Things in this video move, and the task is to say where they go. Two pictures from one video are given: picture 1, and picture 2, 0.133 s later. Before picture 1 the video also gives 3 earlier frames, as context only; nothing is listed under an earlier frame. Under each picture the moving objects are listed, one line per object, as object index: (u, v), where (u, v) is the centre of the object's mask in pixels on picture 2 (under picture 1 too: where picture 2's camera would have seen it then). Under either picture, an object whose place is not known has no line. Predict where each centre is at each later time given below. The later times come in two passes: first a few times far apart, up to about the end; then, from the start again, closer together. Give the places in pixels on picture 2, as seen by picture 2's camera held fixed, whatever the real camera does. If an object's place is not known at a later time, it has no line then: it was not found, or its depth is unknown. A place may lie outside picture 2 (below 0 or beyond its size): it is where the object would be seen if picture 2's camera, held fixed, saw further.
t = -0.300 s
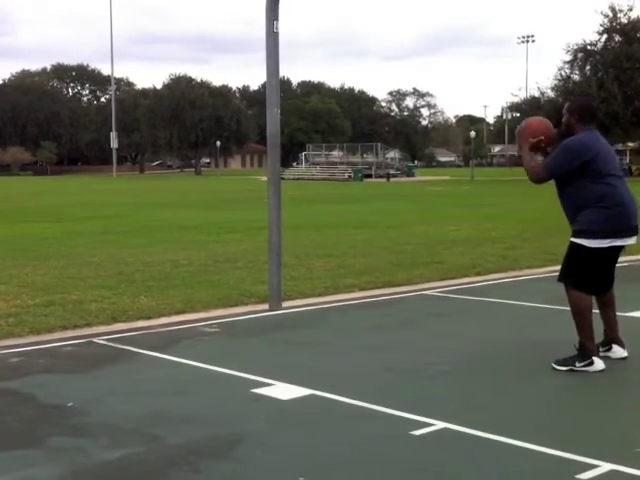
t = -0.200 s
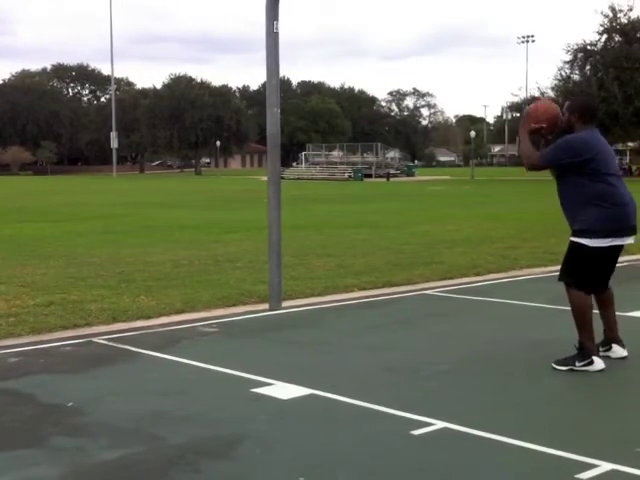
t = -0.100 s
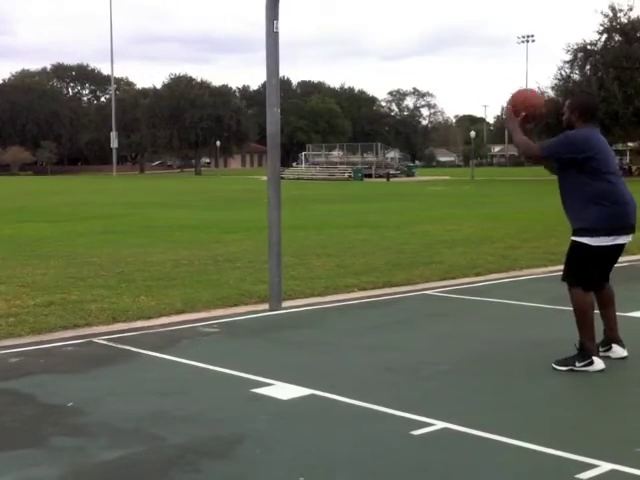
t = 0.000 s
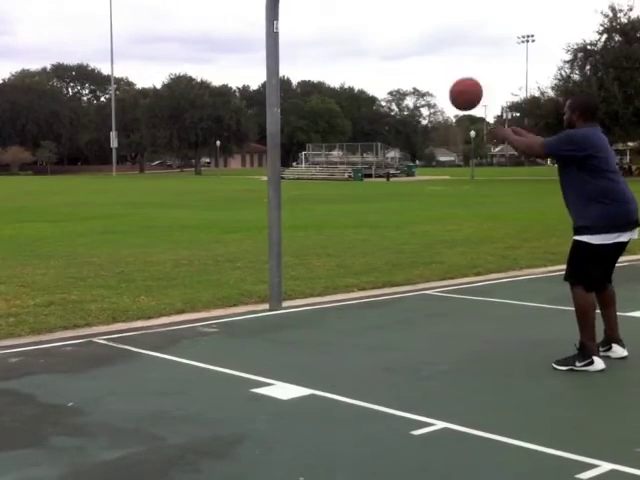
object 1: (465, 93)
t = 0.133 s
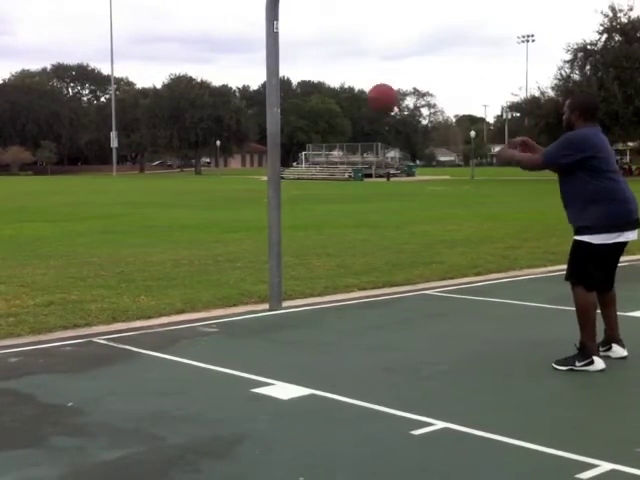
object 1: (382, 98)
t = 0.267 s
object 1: (309, 122)
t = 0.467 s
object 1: (350, 184)
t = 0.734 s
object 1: (479, 297)
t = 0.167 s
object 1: (362, 100)
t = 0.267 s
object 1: (309, 122)
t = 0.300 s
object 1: (293, 131)
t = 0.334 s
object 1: (290, 140)
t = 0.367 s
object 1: (304, 148)
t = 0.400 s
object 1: (318, 159)
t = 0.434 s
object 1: (334, 171)
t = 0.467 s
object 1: (350, 184)
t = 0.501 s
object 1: (366, 199)
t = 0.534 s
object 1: (383, 217)
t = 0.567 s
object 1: (399, 237)
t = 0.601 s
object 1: (416, 258)
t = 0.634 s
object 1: (434, 282)
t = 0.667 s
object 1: (452, 309)
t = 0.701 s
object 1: (466, 314)
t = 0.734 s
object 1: (479, 297)
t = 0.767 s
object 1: (492, 281)
